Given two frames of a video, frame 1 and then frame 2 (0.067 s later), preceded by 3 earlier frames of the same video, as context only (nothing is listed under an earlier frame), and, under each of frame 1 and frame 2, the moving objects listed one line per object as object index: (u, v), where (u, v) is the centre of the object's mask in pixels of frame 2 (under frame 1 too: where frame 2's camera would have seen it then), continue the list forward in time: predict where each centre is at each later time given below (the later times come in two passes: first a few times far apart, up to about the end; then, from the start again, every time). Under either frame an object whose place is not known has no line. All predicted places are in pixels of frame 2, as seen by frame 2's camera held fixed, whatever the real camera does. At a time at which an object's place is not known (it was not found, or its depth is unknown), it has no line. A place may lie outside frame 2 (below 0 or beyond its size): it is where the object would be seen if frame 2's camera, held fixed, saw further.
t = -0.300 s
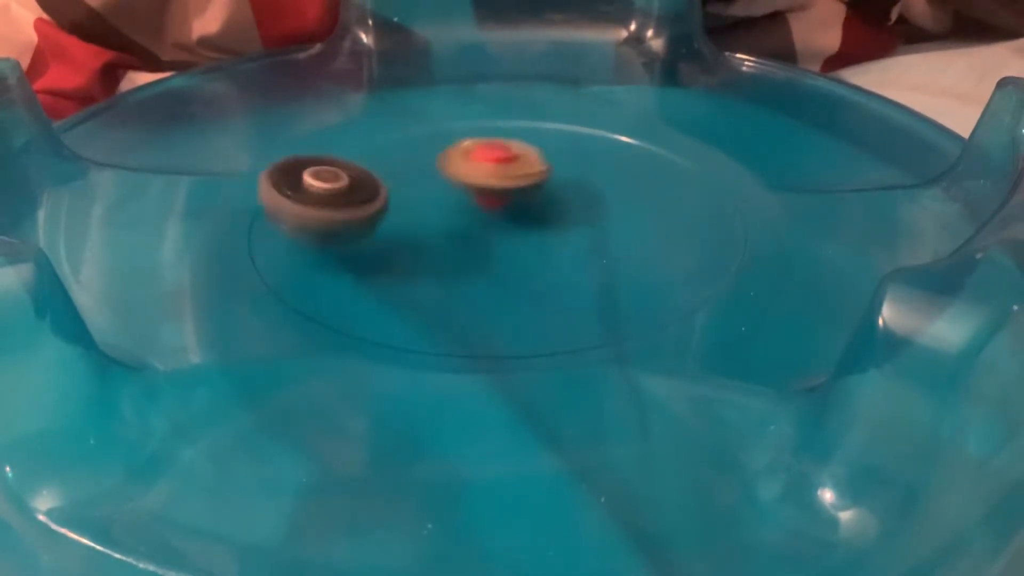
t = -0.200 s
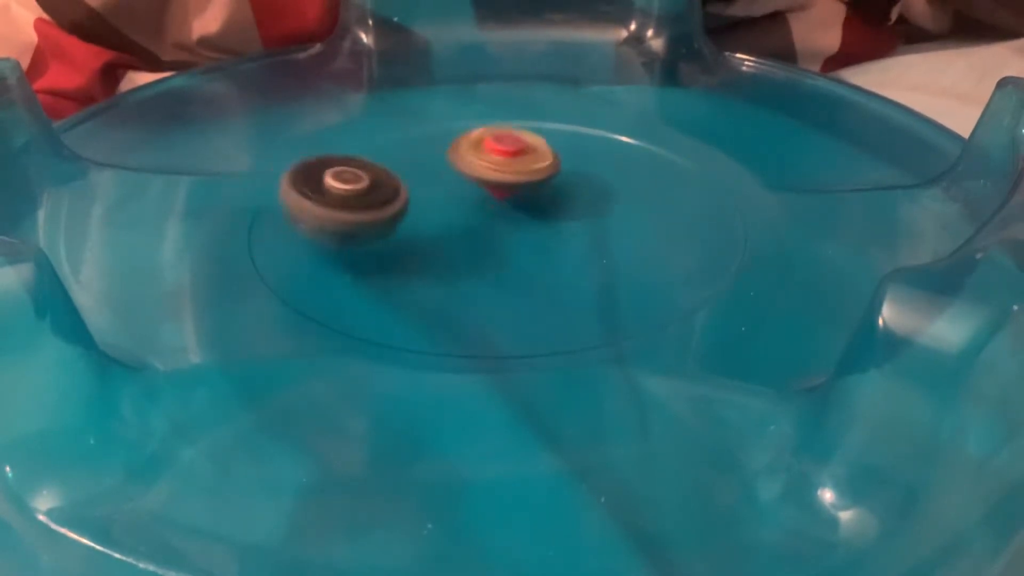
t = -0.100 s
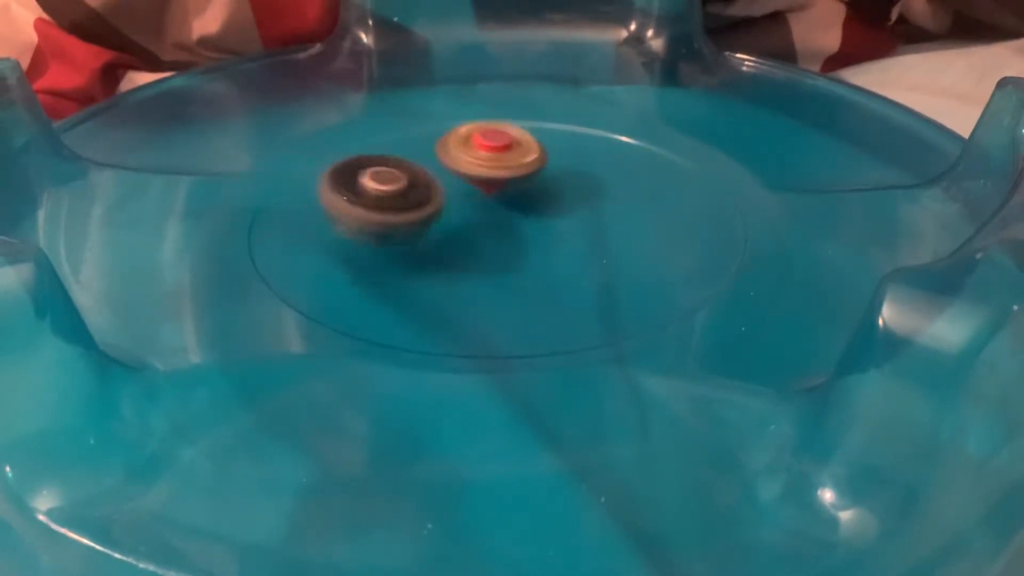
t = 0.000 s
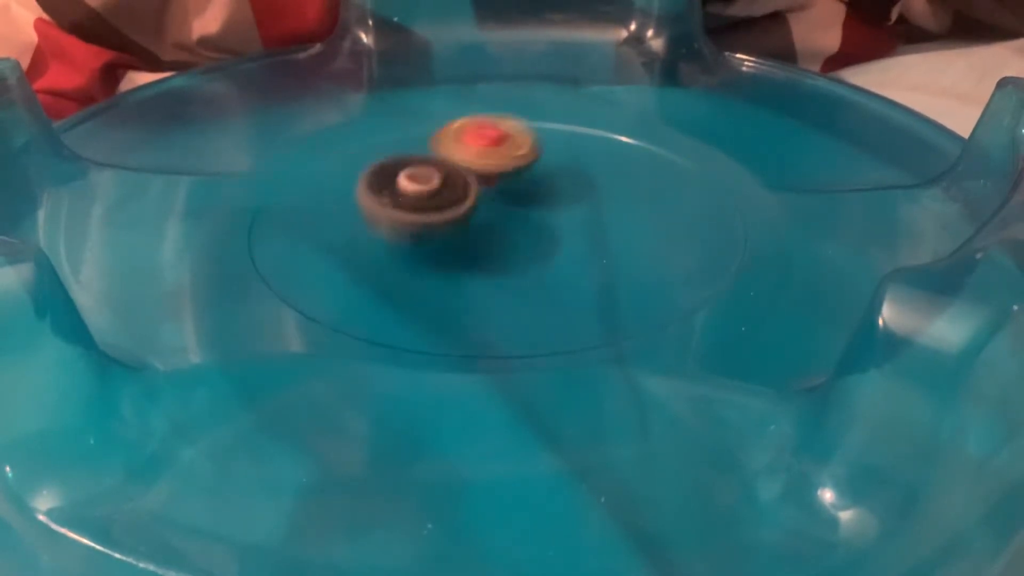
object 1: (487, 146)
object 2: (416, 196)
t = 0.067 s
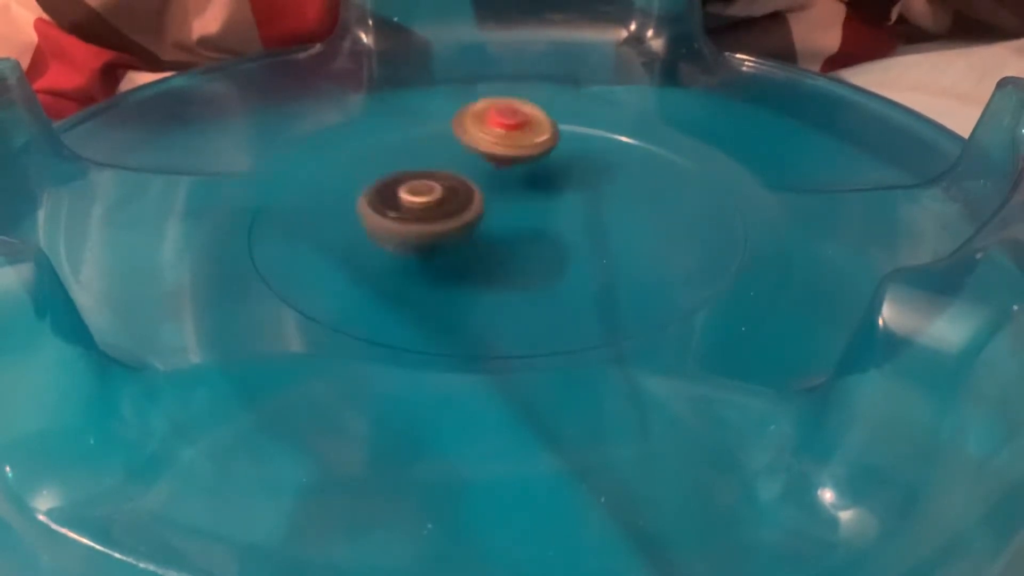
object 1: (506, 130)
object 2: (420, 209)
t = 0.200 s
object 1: (499, 124)
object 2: (464, 224)
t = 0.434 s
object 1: (483, 129)
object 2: (544, 227)
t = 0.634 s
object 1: (471, 153)
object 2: (566, 212)
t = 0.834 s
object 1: (400, 165)
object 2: (574, 209)
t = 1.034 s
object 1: (348, 211)
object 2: (561, 214)
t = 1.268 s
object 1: (365, 250)
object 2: (496, 222)
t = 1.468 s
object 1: (284, 273)
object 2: (501, 194)
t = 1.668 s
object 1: (292, 289)
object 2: (477, 174)
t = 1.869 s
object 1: (328, 289)
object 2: (448, 171)
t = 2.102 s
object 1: (429, 269)
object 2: (441, 191)
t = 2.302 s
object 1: (518, 285)
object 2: (455, 172)
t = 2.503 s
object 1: (605, 248)
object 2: (462, 175)
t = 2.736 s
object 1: (611, 192)
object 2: (475, 191)
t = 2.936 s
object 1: (663, 145)
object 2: (400, 210)
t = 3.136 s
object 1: (639, 134)
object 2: (377, 225)
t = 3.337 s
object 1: (595, 137)
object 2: (400, 232)
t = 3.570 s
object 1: (482, 161)
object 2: (467, 219)
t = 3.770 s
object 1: (378, 176)
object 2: (526, 226)
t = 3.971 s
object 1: (325, 197)
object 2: (562, 221)
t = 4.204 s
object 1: (319, 213)
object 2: (540, 205)
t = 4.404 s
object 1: (336, 225)
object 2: (490, 193)
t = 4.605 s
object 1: (360, 244)
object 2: (450, 178)
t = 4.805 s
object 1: (406, 273)
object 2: (453, 154)
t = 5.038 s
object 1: (467, 277)
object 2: (463, 158)
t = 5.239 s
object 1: (511, 270)
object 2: (477, 187)
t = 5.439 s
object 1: (582, 290)
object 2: (469, 183)
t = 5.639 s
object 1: (624, 269)
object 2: (438, 165)
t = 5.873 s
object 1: (624, 258)
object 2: (425, 168)
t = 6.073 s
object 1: (582, 234)
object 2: (436, 190)
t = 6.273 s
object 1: (556, 207)
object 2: (382, 196)
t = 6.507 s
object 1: (463, 162)
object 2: (349, 200)
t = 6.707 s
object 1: (422, 147)
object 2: (381, 209)
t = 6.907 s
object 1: (401, 148)
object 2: (450, 220)
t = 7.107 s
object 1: (395, 160)
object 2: (521, 231)
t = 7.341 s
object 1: (399, 188)
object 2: (568, 234)
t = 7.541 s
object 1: (423, 228)
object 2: (564, 221)
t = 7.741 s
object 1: (416, 247)
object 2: (577, 209)
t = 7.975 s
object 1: (421, 255)
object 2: (543, 189)
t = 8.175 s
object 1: (435, 253)
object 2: (497, 173)
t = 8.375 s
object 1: (457, 245)
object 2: (453, 167)
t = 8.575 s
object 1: (496, 228)
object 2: (421, 171)
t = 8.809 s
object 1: (539, 202)
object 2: (407, 190)
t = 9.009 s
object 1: (554, 191)
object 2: (409, 212)
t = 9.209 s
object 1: (560, 190)
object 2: (424, 232)
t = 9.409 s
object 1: (550, 194)
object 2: (451, 240)
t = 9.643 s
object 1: (537, 185)
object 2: (472, 243)
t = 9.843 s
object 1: (521, 178)
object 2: (462, 246)
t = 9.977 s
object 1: (508, 168)
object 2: (460, 236)
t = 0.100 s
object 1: (505, 128)
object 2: (431, 214)
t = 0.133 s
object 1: (503, 126)
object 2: (441, 218)
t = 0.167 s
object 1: (501, 124)
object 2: (453, 222)
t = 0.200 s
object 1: (499, 124)
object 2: (464, 224)
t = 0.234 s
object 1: (497, 123)
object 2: (477, 227)
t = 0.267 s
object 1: (495, 123)
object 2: (490, 229)
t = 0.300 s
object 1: (492, 123)
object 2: (502, 230)
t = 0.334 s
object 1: (490, 124)
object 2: (513, 230)
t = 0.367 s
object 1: (488, 126)
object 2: (524, 229)
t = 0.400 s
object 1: (485, 127)
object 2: (534, 228)
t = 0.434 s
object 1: (483, 129)
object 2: (544, 227)
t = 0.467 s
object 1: (481, 132)
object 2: (551, 225)
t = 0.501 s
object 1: (479, 135)
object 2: (557, 223)
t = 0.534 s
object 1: (478, 139)
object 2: (562, 220)
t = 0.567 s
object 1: (475, 143)
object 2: (565, 217)
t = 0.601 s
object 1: (473, 147)
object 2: (567, 214)
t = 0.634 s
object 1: (471, 153)
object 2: (566, 212)
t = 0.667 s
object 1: (469, 158)
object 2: (564, 208)
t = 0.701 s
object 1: (467, 164)
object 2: (559, 205)
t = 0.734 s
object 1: (464, 170)
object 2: (556, 203)
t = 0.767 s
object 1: (440, 166)
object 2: (567, 208)
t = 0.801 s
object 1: (417, 163)
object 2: (571, 209)
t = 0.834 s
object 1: (400, 165)
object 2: (574, 209)
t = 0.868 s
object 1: (387, 171)
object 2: (576, 210)
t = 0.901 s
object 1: (375, 178)
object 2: (576, 211)
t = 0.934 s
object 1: (365, 186)
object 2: (576, 212)
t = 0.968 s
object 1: (357, 194)
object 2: (573, 212)
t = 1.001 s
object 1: (351, 202)
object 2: (568, 213)
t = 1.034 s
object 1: (348, 211)
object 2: (561, 214)
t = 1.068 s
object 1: (346, 218)
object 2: (554, 215)
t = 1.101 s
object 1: (348, 226)
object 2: (545, 216)
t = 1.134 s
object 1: (351, 232)
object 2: (536, 217)
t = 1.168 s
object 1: (354, 238)
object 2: (527, 220)
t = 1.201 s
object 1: (357, 243)
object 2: (515, 221)
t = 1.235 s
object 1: (361, 247)
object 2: (506, 221)
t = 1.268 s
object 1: (365, 250)
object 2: (496, 222)
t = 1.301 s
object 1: (369, 253)
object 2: (486, 222)
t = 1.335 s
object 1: (334, 259)
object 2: (496, 211)
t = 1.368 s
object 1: (301, 263)
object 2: (508, 208)
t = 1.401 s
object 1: (289, 266)
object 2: (507, 202)
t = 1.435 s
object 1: (285, 269)
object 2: (504, 198)
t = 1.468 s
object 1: (284, 273)
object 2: (501, 194)
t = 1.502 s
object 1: (285, 278)
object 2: (498, 190)
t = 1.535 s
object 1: (286, 281)
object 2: (494, 185)
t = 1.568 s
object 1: (287, 284)
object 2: (490, 182)
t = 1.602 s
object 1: (288, 286)
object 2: (485, 178)
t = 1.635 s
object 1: (289, 288)
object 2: (480, 176)
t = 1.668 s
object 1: (292, 289)
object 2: (477, 174)
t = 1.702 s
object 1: (295, 290)
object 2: (472, 172)
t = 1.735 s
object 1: (299, 291)
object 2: (468, 170)
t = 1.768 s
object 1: (305, 291)
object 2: (462, 170)
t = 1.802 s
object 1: (311, 291)
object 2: (457, 170)
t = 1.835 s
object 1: (319, 291)
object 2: (452, 170)
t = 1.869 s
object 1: (328, 289)
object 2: (448, 171)
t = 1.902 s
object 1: (339, 288)
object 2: (445, 173)
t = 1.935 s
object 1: (350, 287)
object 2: (442, 175)
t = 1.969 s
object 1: (360, 285)
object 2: (440, 178)
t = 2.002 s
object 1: (374, 284)
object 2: (439, 181)
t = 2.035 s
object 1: (394, 283)
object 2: (439, 184)
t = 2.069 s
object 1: (412, 276)
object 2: (439, 188)
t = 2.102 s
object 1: (429, 269)
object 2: (441, 191)
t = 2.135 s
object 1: (446, 260)
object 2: (444, 191)
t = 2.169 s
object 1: (458, 264)
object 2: (448, 188)
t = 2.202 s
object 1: (470, 277)
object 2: (451, 177)
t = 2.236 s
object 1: (484, 285)
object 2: (455, 175)
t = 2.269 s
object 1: (500, 287)
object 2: (455, 173)
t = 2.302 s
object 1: (518, 285)
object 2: (455, 172)
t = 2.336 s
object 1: (538, 280)
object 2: (456, 172)
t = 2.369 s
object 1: (556, 276)
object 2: (456, 172)
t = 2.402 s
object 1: (572, 270)
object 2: (457, 172)
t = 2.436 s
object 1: (585, 263)
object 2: (459, 172)
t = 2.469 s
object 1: (597, 256)
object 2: (460, 173)
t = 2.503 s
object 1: (605, 248)
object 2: (462, 175)
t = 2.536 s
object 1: (611, 241)
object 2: (465, 176)
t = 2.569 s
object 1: (615, 232)
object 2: (468, 179)
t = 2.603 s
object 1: (616, 224)
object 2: (470, 180)
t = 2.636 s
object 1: (616, 216)
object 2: (474, 182)
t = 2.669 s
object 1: (614, 208)
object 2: (476, 186)
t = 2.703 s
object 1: (611, 201)
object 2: (479, 191)
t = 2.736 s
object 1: (611, 192)
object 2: (475, 191)
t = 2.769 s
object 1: (641, 182)
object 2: (450, 194)
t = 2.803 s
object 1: (660, 175)
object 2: (436, 194)
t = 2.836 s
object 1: (667, 167)
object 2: (426, 201)
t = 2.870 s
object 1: (669, 158)
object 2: (416, 204)
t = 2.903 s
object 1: (667, 150)
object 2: (407, 207)
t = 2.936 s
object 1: (663, 145)
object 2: (400, 210)
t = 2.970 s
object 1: (660, 142)
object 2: (393, 214)
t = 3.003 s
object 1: (656, 139)
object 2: (387, 217)
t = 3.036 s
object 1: (653, 138)
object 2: (382, 219)
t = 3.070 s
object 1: (649, 136)
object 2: (380, 222)
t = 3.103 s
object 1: (644, 135)
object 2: (378, 224)
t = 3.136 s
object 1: (639, 134)
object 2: (377, 225)
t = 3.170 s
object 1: (633, 133)
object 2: (378, 228)
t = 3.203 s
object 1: (626, 133)
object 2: (379, 230)
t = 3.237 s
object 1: (619, 134)
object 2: (382, 231)
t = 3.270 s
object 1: (612, 135)
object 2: (387, 231)
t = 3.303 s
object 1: (604, 136)
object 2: (393, 232)
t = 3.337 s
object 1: (595, 137)
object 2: (400, 232)
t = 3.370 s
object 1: (585, 139)
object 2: (409, 229)
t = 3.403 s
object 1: (571, 142)
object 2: (419, 228)
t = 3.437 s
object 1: (556, 146)
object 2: (428, 227)
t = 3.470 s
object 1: (539, 151)
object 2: (438, 226)
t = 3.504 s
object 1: (520, 155)
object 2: (449, 225)
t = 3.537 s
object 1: (501, 158)
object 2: (459, 221)
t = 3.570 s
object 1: (482, 161)
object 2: (467, 219)
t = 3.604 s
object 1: (463, 165)
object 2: (478, 223)
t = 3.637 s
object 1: (444, 163)
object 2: (486, 226)
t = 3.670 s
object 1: (427, 167)
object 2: (496, 226)
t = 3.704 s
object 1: (409, 169)
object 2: (507, 229)
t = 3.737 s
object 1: (392, 172)
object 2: (516, 227)
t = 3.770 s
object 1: (378, 176)
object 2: (526, 226)
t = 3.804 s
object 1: (364, 180)
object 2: (534, 225)
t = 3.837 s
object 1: (352, 183)
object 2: (543, 227)
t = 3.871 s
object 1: (342, 188)
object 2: (549, 224)
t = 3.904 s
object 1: (334, 192)
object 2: (554, 223)
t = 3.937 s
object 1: (330, 194)
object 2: (559, 223)
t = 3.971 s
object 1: (325, 197)
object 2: (562, 221)
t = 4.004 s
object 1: (323, 199)
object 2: (561, 217)
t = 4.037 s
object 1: (320, 202)
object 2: (560, 214)
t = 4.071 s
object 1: (318, 205)
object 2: (559, 212)
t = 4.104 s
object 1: (317, 207)
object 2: (556, 210)
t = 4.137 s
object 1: (317, 209)
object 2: (551, 208)
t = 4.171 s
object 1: (318, 211)
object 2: (545, 206)
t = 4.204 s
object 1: (319, 213)
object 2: (540, 205)
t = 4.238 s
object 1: (320, 215)
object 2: (532, 202)
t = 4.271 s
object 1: (323, 217)
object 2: (524, 199)
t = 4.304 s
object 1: (325, 219)
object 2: (515, 198)
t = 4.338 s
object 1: (328, 221)
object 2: (506, 196)
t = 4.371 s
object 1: (331, 224)
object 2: (498, 194)
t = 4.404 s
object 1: (336, 225)
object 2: (490, 193)
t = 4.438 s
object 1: (342, 228)
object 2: (480, 190)
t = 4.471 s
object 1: (348, 229)
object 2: (471, 190)
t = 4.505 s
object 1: (354, 232)
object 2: (462, 187)
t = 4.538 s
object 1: (361, 234)
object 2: (454, 187)
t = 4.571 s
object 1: (369, 236)
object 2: (447, 185)
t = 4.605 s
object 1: (360, 244)
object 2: (450, 178)
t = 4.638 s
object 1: (356, 253)
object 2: (454, 173)
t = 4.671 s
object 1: (362, 259)
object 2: (454, 168)
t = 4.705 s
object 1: (374, 264)
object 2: (453, 164)
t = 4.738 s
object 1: (386, 268)
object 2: (453, 160)
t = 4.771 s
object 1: (396, 271)
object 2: (453, 157)
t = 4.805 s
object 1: (406, 273)
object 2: (453, 154)
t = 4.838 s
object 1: (415, 275)
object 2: (454, 152)
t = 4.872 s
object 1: (424, 276)
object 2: (454, 151)
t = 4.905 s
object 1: (433, 277)
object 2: (455, 151)
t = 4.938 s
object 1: (442, 277)
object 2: (457, 152)
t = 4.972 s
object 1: (451, 277)
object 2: (458, 153)
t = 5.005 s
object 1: (459, 277)
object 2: (460, 156)
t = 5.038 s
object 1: (467, 277)
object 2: (463, 158)
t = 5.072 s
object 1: (475, 276)
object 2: (465, 161)
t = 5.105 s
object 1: (482, 276)
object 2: (465, 163)
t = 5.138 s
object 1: (490, 274)
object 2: (467, 167)
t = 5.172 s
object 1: (497, 273)
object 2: (470, 173)
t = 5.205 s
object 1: (504, 272)
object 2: (473, 179)
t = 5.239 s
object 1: (511, 270)
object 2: (477, 187)
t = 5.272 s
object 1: (518, 268)
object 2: (479, 192)
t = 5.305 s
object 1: (525, 266)
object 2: (480, 196)
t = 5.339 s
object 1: (531, 264)
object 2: (481, 201)
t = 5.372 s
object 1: (538, 263)
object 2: (481, 204)
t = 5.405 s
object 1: (559, 277)
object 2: (477, 195)
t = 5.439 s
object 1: (582, 290)
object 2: (469, 183)
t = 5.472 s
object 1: (600, 289)
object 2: (464, 178)
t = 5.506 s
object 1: (610, 286)
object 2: (458, 175)
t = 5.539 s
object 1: (616, 282)
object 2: (453, 172)
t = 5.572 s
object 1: (620, 275)
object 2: (448, 171)
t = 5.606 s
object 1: (622, 271)
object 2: (442, 167)
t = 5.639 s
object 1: (624, 269)
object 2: (438, 165)
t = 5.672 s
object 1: (626, 268)
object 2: (434, 164)
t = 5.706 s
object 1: (628, 266)
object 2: (431, 163)
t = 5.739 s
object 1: (629, 265)
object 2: (429, 164)
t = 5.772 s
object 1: (629, 263)
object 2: (426, 164)
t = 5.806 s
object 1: (628, 262)
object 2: (425, 165)
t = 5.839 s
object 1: (627, 260)
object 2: (424, 166)
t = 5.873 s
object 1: (624, 258)
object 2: (425, 168)
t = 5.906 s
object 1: (621, 255)
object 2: (426, 171)
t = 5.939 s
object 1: (618, 253)
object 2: (427, 174)
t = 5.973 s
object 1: (612, 250)
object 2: (430, 177)
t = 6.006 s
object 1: (604, 245)
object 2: (431, 182)
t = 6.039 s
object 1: (594, 239)
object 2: (434, 186)
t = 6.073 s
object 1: (582, 234)
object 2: (436, 190)
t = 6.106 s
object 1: (570, 227)
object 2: (440, 194)
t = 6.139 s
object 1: (561, 222)
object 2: (439, 194)
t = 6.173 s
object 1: (571, 219)
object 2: (418, 193)
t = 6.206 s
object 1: (571, 217)
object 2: (401, 194)
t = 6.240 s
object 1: (566, 212)
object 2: (390, 194)
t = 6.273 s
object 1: (556, 207)
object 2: (382, 196)
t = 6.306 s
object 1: (545, 199)
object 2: (371, 196)
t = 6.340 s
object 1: (531, 192)
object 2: (366, 196)
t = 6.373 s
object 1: (516, 184)
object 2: (359, 197)
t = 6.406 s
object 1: (503, 178)
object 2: (354, 197)
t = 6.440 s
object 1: (490, 172)
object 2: (351, 198)
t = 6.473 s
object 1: (476, 166)
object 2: (349, 199)
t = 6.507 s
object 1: (463, 162)
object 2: (349, 200)
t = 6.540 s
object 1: (452, 159)
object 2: (350, 200)
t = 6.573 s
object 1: (443, 156)
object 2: (353, 201)
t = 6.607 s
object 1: (435, 153)
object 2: (359, 203)
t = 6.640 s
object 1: (430, 151)
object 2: (365, 206)
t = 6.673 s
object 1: (426, 149)
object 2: (373, 207)
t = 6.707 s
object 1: (422, 147)
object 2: (381, 209)
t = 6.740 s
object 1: (417, 146)
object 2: (392, 210)
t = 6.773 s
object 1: (413, 146)
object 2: (402, 212)
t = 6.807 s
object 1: (410, 146)
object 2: (414, 215)
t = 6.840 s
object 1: (406, 147)
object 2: (427, 216)
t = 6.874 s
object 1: (404, 147)
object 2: (439, 220)
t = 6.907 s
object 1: (401, 148)
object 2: (450, 220)
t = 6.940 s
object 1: (400, 150)
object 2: (463, 222)
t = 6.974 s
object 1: (398, 152)
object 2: (475, 223)
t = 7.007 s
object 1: (397, 153)
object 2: (487, 226)
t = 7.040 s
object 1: (396, 155)
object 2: (498, 227)
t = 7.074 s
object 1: (396, 157)
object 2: (511, 231)
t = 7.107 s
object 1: (395, 160)
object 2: (521, 231)
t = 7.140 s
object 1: (395, 162)
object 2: (532, 232)
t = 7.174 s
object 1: (395, 165)
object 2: (541, 232)
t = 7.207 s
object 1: (395, 168)
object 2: (549, 234)
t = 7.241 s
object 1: (396, 172)
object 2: (557, 235)
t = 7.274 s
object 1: (396, 176)
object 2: (563, 234)
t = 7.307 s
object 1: (397, 182)
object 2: (566, 234)
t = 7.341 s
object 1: (399, 188)
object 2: (568, 234)
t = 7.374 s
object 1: (403, 194)
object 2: (570, 233)
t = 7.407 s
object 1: (406, 201)
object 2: (570, 233)
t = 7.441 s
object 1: (411, 208)
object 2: (569, 227)
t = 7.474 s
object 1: (417, 215)
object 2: (566, 230)
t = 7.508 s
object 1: (423, 222)
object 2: (562, 224)
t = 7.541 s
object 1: (423, 228)
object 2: (564, 221)
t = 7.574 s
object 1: (415, 233)
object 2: (571, 224)
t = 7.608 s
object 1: (414, 237)
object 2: (573, 221)
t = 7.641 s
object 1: (414, 240)
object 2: (577, 218)
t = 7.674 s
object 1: (415, 243)
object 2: (577, 213)
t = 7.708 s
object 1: (416, 245)
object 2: (576, 210)
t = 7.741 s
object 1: (416, 247)
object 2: (577, 209)
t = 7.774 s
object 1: (417, 249)
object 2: (574, 205)
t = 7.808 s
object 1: (418, 250)
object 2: (570, 201)
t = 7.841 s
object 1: (419, 252)
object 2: (566, 199)
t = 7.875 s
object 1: (419, 253)
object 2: (562, 196)
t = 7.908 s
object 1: (420, 254)
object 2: (555, 194)
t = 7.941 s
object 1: (420, 255)
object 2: (551, 194)
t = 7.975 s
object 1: (421, 255)
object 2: (543, 189)
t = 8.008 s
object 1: (423, 256)
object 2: (536, 186)
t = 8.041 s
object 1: (425, 256)
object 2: (529, 183)
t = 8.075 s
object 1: (428, 256)
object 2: (521, 181)
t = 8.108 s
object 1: (430, 255)
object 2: (513, 179)
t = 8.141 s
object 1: (432, 254)
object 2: (505, 177)
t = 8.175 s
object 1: (435, 253)
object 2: (497, 173)
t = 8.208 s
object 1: (438, 252)
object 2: (489, 171)
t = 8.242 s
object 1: (442, 251)
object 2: (482, 172)
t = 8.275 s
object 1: (446, 249)
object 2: (475, 168)
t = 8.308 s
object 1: (449, 248)
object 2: (467, 168)
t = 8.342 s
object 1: (453, 246)
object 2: (460, 168)
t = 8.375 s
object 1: (457, 245)
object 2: (453, 167)
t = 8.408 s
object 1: (462, 243)
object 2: (446, 166)
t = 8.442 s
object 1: (467, 241)
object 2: (441, 167)
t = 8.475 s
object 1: (473, 238)
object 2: (434, 167)
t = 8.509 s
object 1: (481, 236)
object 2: (429, 168)
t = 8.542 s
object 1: (488, 232)
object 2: (425, 169)
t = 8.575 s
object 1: (496, 228)
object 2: (421, 171)
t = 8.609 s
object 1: (504, 225)
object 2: (418, 173)
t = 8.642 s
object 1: (512, 221)
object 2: (416, 175)
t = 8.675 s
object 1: (518, 217)
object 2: (413, 177)
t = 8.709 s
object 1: (525, 213)
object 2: (411, 181)
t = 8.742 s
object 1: (530, 209)
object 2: (409, 182)
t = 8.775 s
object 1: (535, 205)
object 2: (408, 187)
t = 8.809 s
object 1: (539, 202)
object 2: (407, 190)
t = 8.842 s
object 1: (543, 200)
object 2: (407, 195)
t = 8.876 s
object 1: (546, 198)
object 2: (407, 197)
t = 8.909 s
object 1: (548, 196)
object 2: (406, 202)
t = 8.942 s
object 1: (550, 194)
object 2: (408, 205)
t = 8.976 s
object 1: (552, 193)
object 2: (407, 209)
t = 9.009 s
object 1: (554, 191)
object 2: (409, 212)
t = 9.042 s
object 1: (555, 190)
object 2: (411, 216)
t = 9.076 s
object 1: (556, 189)
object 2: (412, 219)
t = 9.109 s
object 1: (558, 187)
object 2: (414, 223)
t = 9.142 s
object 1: (558, 187)
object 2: (418, 226)
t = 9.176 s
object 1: (559, 189)
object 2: (420, 229)
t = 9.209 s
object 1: (560, 190)
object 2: (424, 232)
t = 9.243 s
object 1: (560, 189)
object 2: (428, 233)
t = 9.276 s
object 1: (558, 190)
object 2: (433, 236)
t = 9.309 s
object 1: (557, 190)
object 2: (436, 237)
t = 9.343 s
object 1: (555, 192)
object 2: (442, 239)
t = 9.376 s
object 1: (552, 193)
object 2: (447, 239)
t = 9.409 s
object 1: (550, 194)
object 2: (451, 240)
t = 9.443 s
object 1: (548, 195)
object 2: (458, 239)
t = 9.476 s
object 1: (546, 195)
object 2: (463, 239)
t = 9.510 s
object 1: (543, 194)
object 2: (469, 239)
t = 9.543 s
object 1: (540, 192)
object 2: (475, 238)
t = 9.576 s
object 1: (538, 190)
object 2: (477, 238)
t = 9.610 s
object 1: (537, 188)
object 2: (475, 239)
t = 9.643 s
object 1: (537, 185)
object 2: (472, 243)
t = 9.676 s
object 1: (534, 184)
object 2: (470, 245)
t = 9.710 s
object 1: (532, 184)
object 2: (470, 247)
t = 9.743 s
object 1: (529, 182)
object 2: (466, 248)
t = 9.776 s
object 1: (526, 180)
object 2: (463, 248)
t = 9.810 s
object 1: (523, 179)
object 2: (465, 247)
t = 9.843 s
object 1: (521, 178)
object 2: (462, 246)
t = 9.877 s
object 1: (518, 177)
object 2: (460, 245)
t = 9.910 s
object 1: (516, 176)
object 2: (460, 241)
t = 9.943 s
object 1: (510, 170)
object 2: (459, 239)
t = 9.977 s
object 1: (508, 168)
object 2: (460, 236)
